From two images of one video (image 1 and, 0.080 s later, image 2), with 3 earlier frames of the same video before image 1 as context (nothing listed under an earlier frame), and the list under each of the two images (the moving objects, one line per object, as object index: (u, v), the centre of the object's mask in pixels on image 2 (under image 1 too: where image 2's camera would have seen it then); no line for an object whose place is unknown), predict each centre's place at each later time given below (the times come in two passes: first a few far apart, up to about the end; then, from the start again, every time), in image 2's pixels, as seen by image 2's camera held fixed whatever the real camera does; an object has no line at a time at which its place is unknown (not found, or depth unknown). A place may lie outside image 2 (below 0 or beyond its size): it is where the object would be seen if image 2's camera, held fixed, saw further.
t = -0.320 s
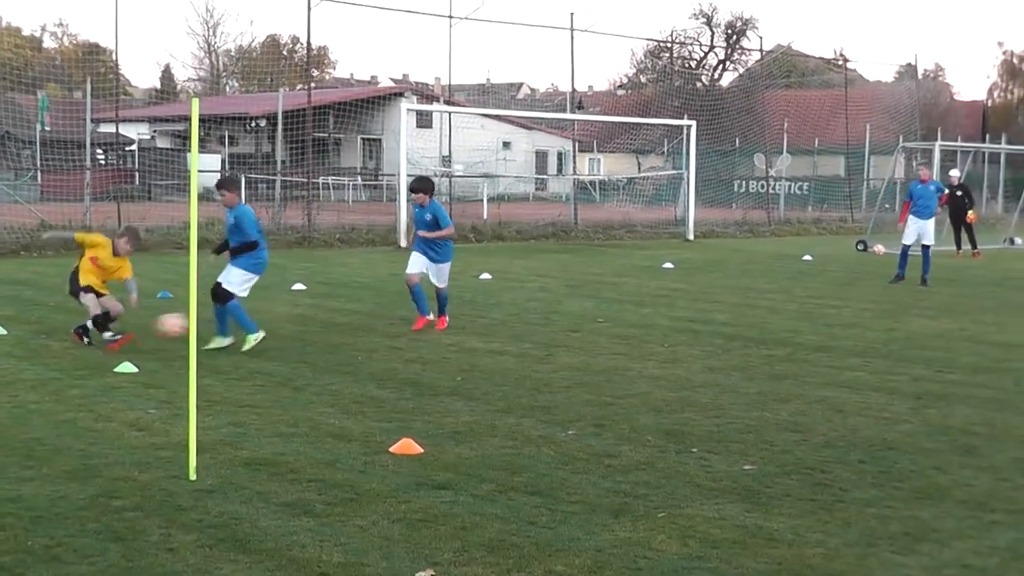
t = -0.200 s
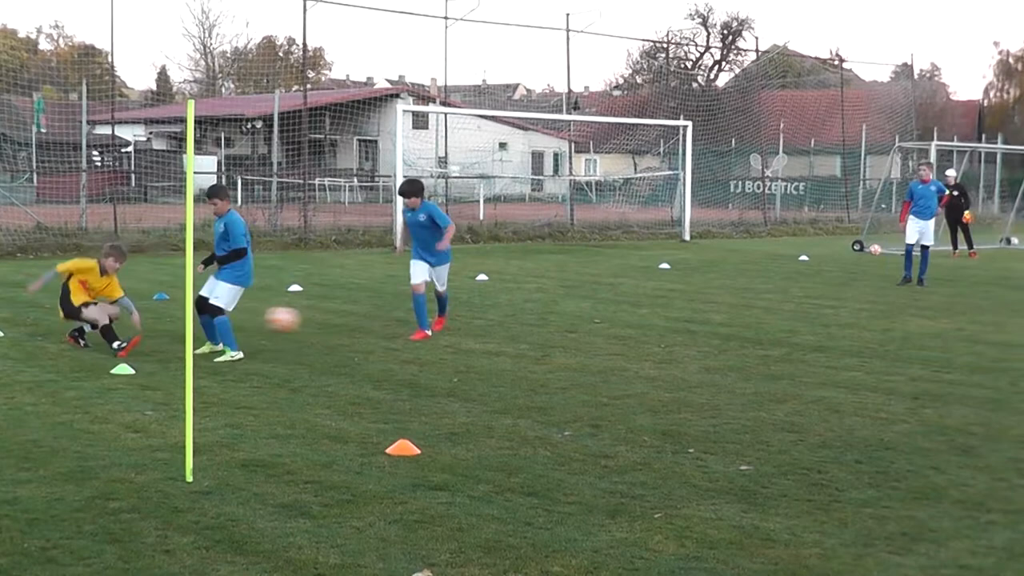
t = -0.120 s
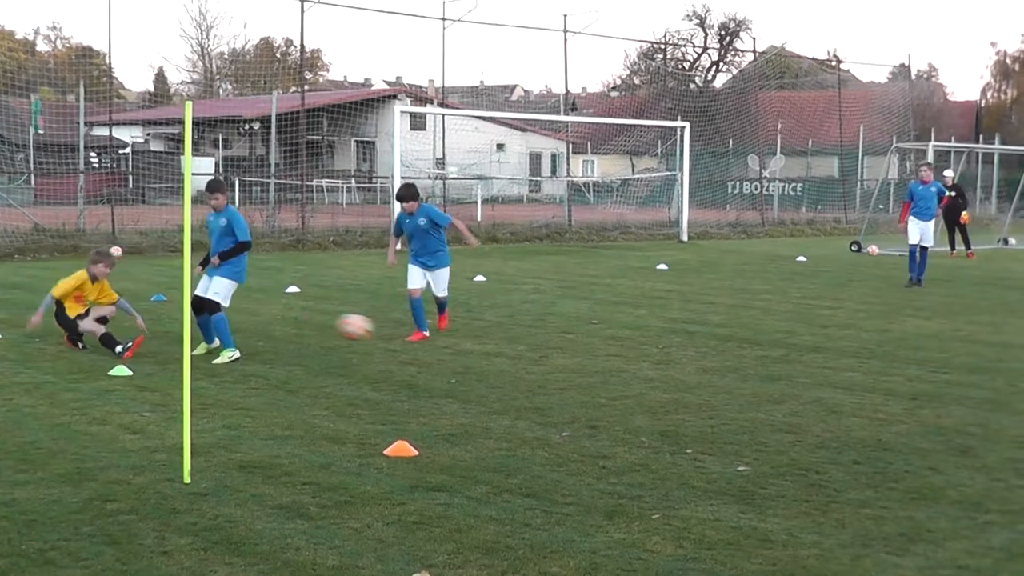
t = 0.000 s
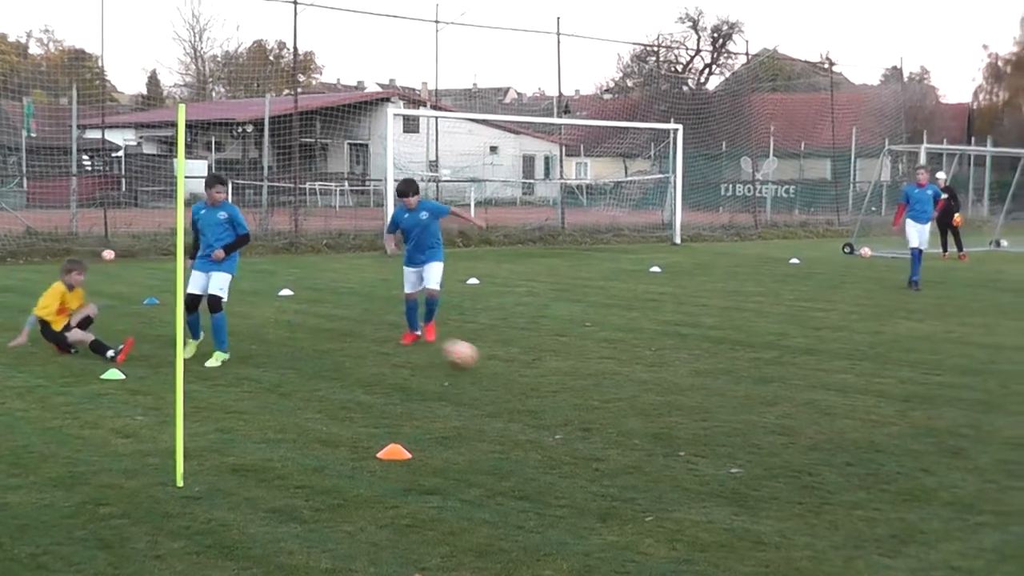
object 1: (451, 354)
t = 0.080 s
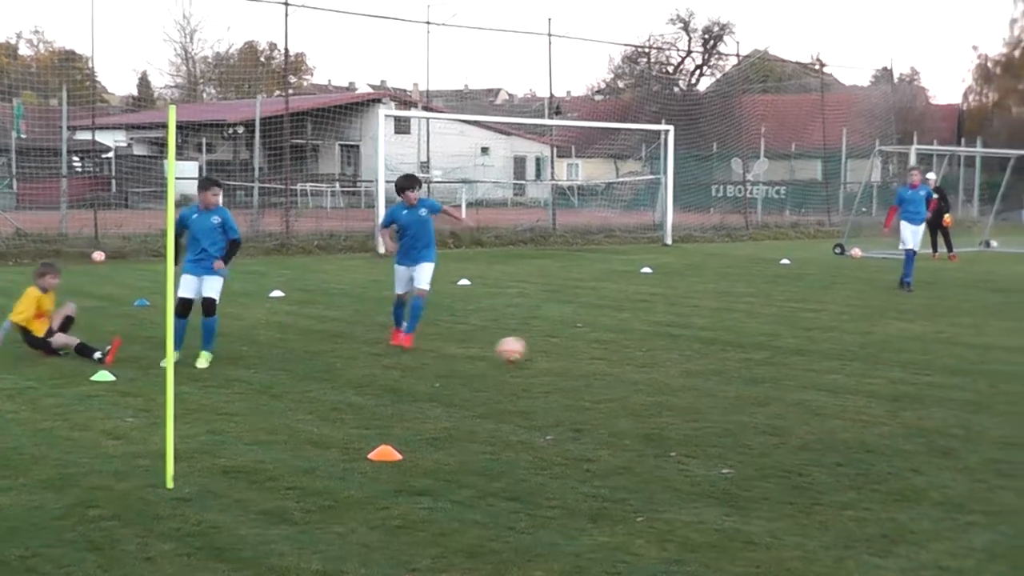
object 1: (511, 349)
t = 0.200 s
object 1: (591, 343)
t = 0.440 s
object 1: (753, 352)
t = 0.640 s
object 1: (885, 361)
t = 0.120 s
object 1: (538, 345)
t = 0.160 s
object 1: (565, 343)
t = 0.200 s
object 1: (591, 343)
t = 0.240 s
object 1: (618, 346)
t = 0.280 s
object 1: (644, 350)
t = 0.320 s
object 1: (671, 357)
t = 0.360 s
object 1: (698, 359)
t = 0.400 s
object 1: (725, 354)
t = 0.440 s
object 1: (753, 352)
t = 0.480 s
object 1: (779, 352)
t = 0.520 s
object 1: (804, 354)
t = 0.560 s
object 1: (832, 358)
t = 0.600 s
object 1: (858, 363)
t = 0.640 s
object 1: (885, 361)
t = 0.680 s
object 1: (909, 357)
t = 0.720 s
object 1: (935, 355)
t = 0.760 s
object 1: (961, 356)
